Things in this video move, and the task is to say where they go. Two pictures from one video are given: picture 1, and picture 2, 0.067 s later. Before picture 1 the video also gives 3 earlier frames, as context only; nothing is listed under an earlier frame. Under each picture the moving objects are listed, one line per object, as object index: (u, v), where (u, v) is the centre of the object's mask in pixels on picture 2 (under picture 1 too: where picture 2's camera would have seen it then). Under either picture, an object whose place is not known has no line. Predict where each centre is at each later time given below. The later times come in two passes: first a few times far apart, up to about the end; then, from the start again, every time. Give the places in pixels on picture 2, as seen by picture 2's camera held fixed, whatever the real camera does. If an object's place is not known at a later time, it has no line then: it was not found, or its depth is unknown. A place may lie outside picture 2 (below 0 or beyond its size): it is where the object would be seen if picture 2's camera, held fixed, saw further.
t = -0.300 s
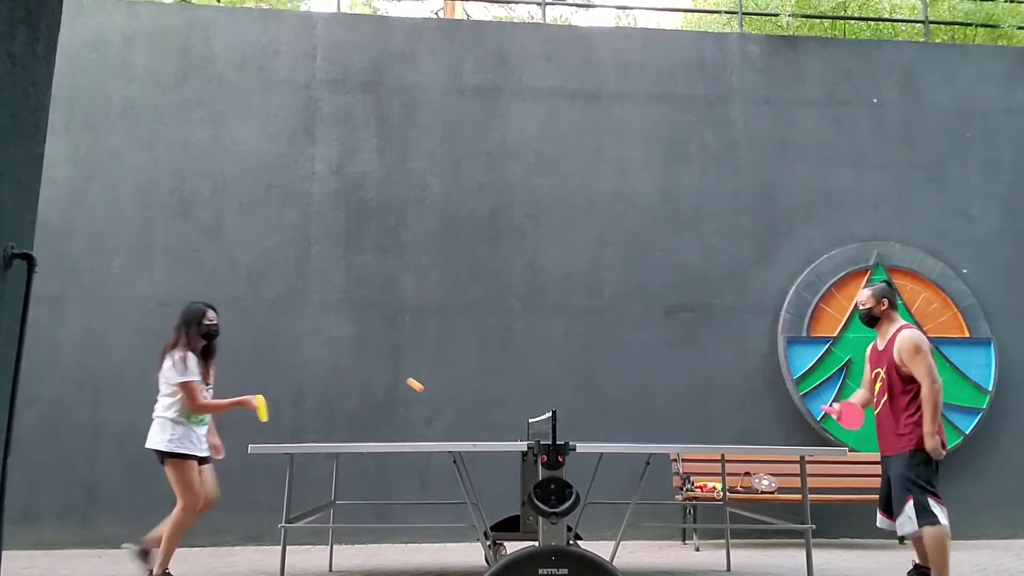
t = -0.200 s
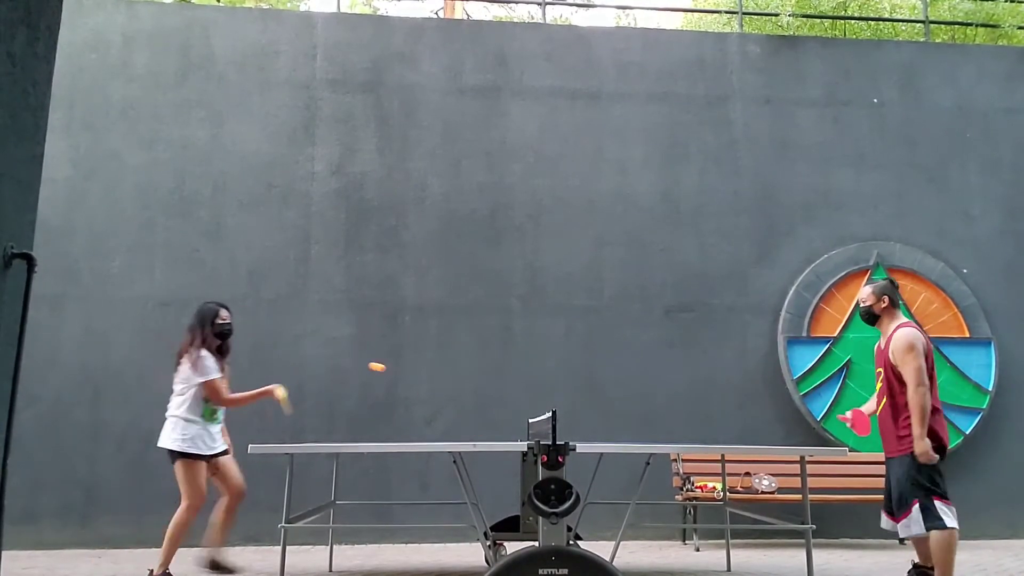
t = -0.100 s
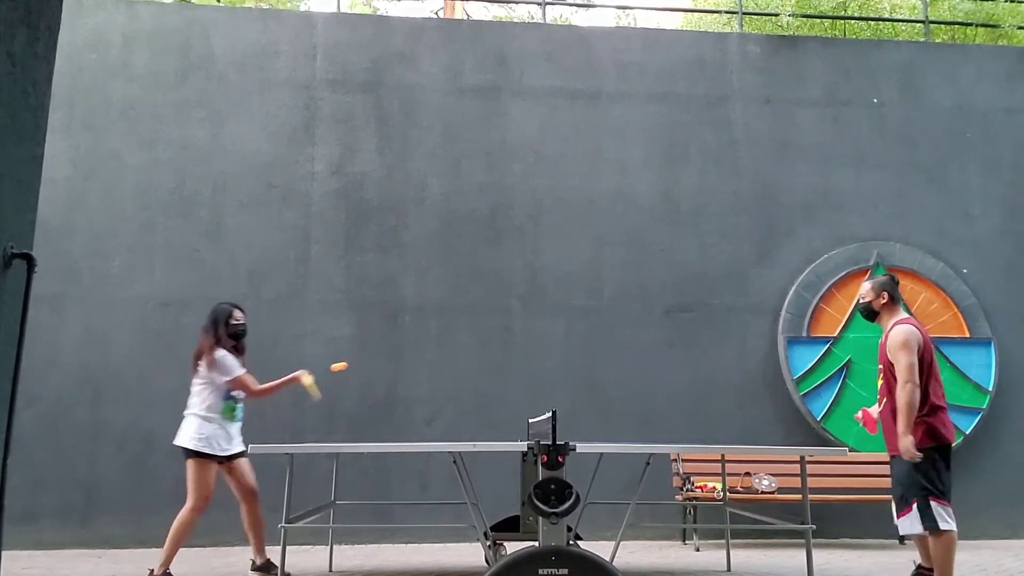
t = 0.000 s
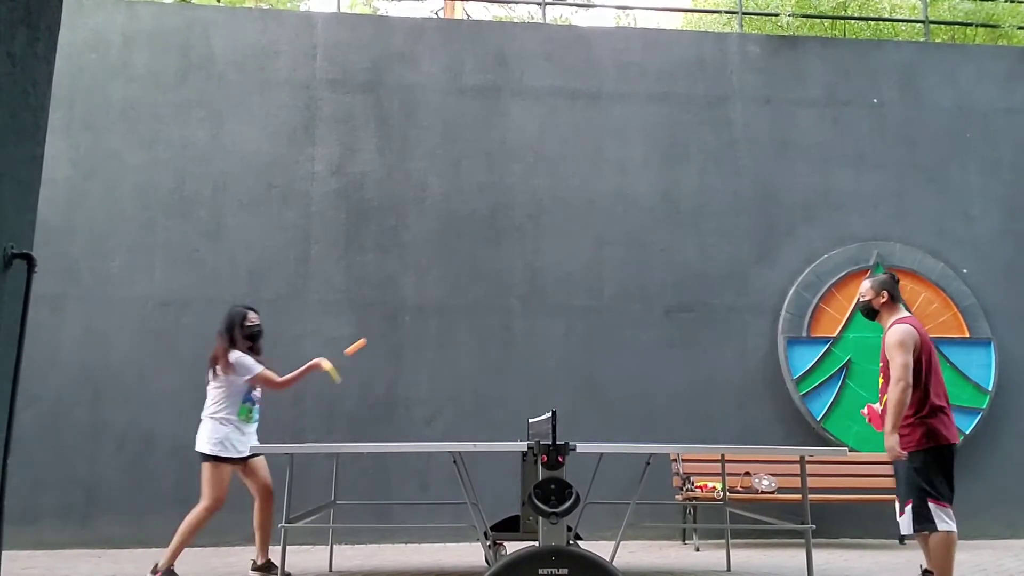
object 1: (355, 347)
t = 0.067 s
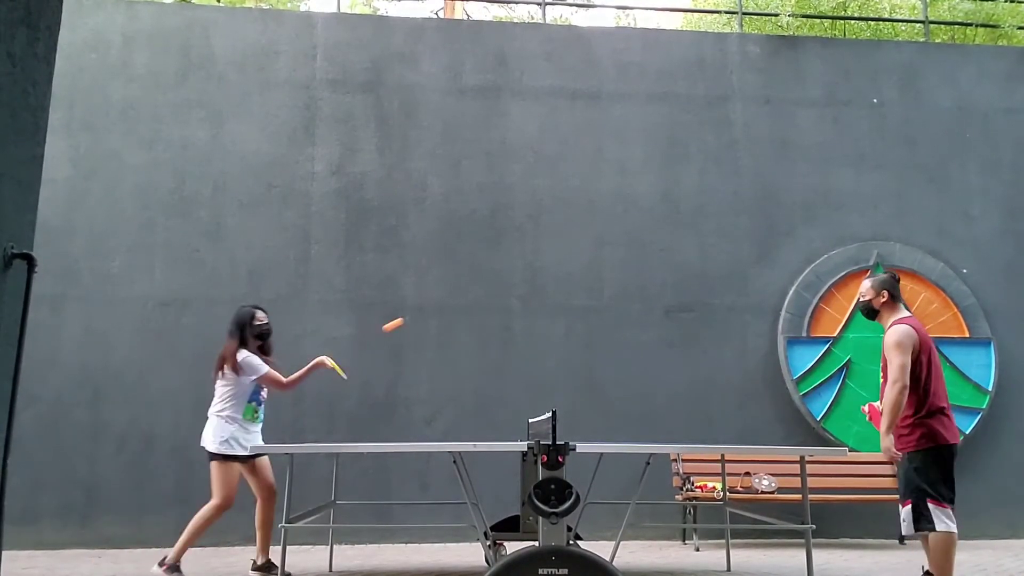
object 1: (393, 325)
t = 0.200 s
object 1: (462, 304)
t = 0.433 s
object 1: (569, 335)
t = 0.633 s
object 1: (655, 428)
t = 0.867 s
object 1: (704, 365)
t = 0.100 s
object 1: (411, 317)
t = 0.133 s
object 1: (429, 310)
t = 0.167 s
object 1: (446, 306)
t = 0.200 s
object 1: (462, 304)
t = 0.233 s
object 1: (478, 303)
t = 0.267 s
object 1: (494, 304)
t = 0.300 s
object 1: (510, 307)
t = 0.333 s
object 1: (525, 311)
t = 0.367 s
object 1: (540, 317)
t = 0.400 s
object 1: (555, 325)
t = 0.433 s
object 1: (569, 335)
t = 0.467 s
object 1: (584, 346)
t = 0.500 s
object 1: (598, 359)
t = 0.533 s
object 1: (612, 373)
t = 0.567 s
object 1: (626, 390)
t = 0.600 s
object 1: (641, 408)
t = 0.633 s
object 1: (655, 428)
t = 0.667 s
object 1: (667, 434)
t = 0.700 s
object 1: (673, 418)
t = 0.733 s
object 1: (679, 403)
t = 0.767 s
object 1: (685, 391)
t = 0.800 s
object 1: (691, 380)
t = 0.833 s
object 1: (697, 372)
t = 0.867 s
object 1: (704, 365)
